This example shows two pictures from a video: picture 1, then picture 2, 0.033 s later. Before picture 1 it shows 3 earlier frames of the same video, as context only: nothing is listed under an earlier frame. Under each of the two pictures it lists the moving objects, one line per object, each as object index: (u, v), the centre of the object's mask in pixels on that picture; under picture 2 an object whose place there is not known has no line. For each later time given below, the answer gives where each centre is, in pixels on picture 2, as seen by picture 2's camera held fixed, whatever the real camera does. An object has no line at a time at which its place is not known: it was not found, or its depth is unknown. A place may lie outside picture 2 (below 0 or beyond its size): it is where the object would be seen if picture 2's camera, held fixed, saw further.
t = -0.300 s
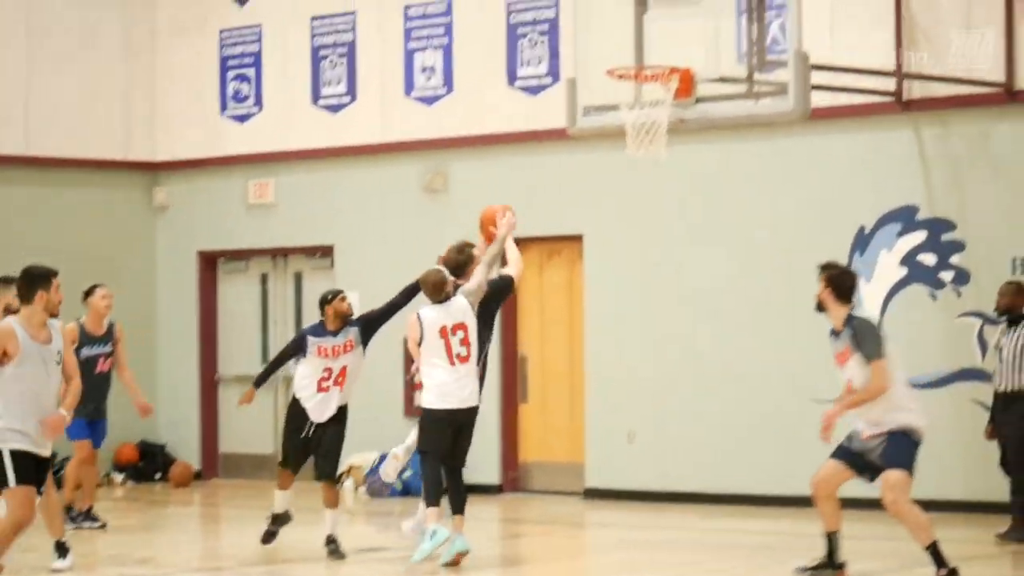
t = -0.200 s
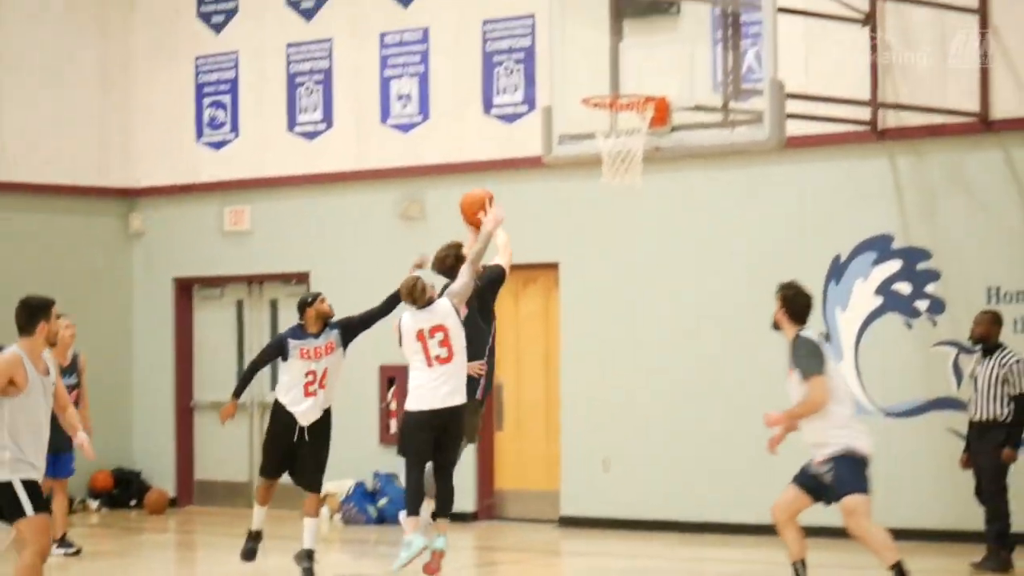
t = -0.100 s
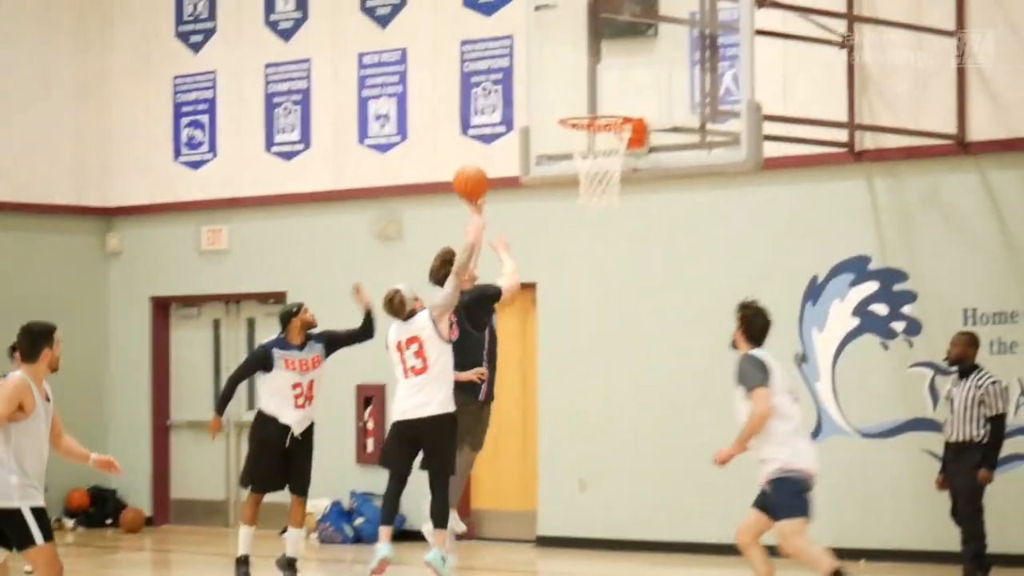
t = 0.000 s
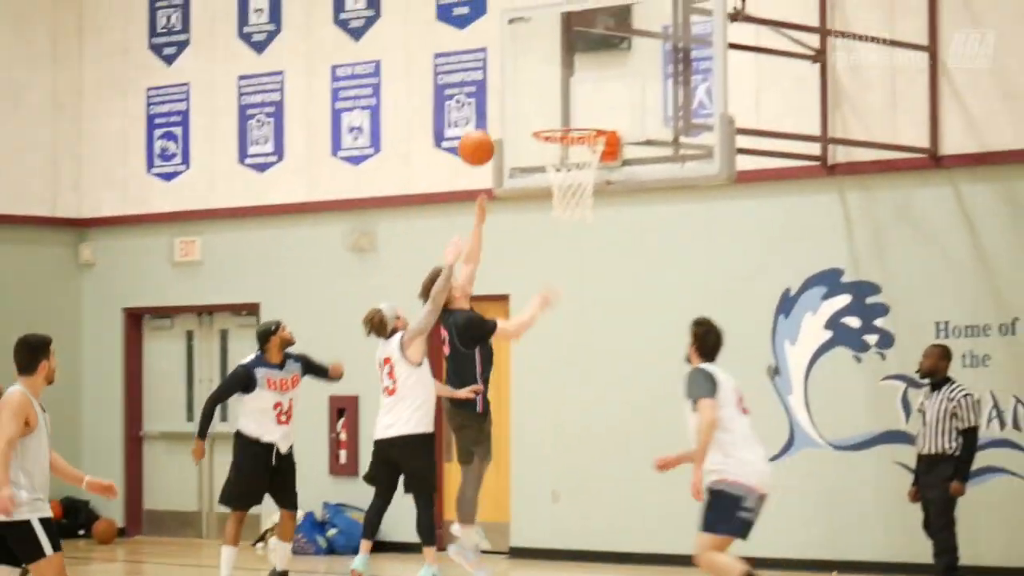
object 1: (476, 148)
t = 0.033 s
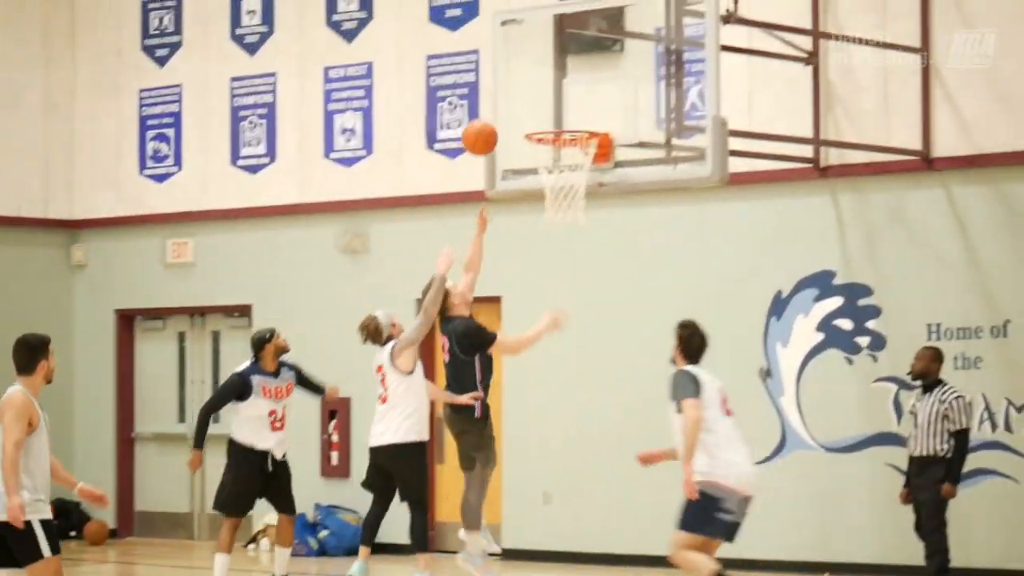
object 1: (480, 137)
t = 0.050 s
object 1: (485, 132)
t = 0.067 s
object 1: (490, 127)
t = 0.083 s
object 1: (496, 122)
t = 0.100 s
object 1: (502, 118)
